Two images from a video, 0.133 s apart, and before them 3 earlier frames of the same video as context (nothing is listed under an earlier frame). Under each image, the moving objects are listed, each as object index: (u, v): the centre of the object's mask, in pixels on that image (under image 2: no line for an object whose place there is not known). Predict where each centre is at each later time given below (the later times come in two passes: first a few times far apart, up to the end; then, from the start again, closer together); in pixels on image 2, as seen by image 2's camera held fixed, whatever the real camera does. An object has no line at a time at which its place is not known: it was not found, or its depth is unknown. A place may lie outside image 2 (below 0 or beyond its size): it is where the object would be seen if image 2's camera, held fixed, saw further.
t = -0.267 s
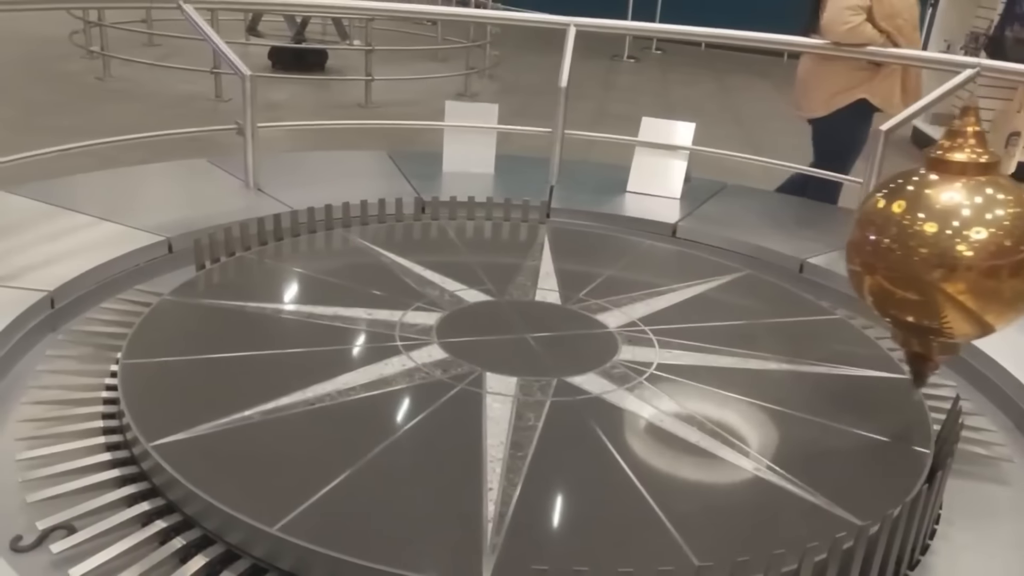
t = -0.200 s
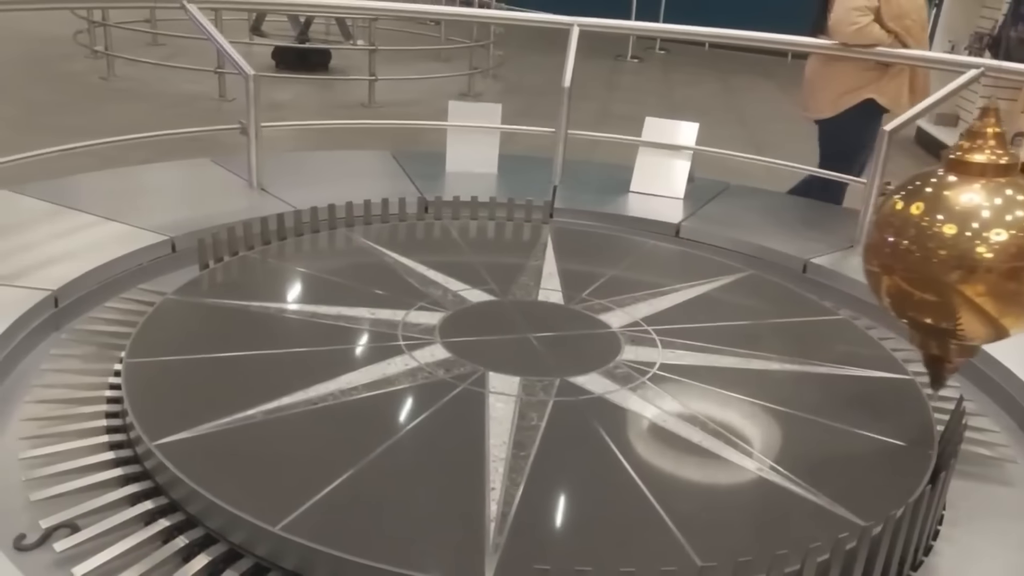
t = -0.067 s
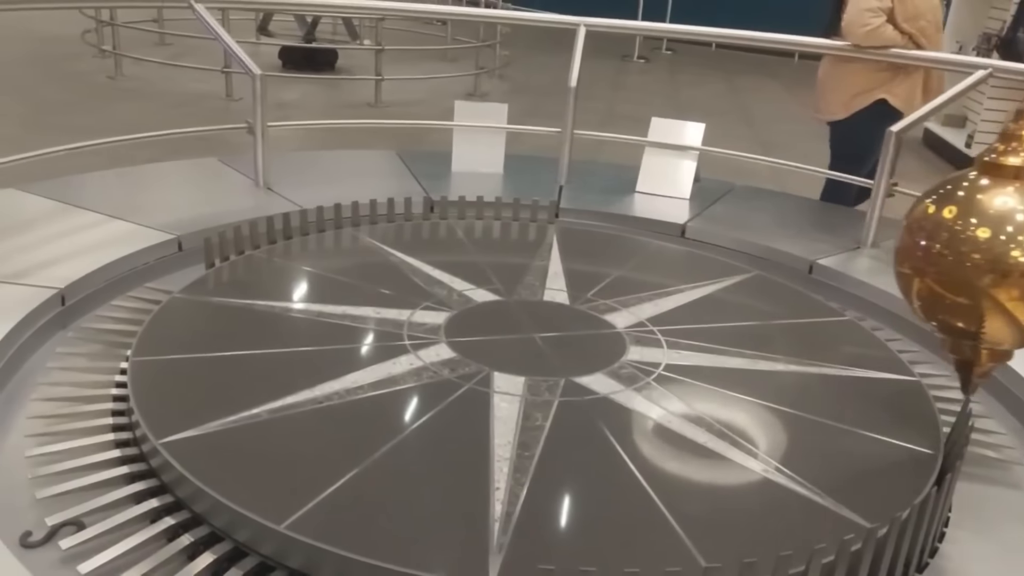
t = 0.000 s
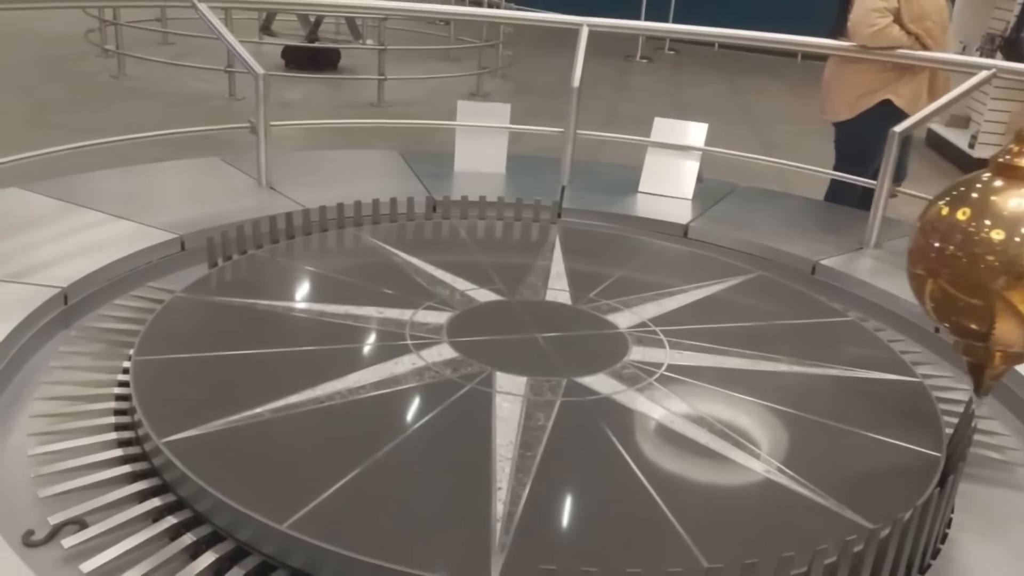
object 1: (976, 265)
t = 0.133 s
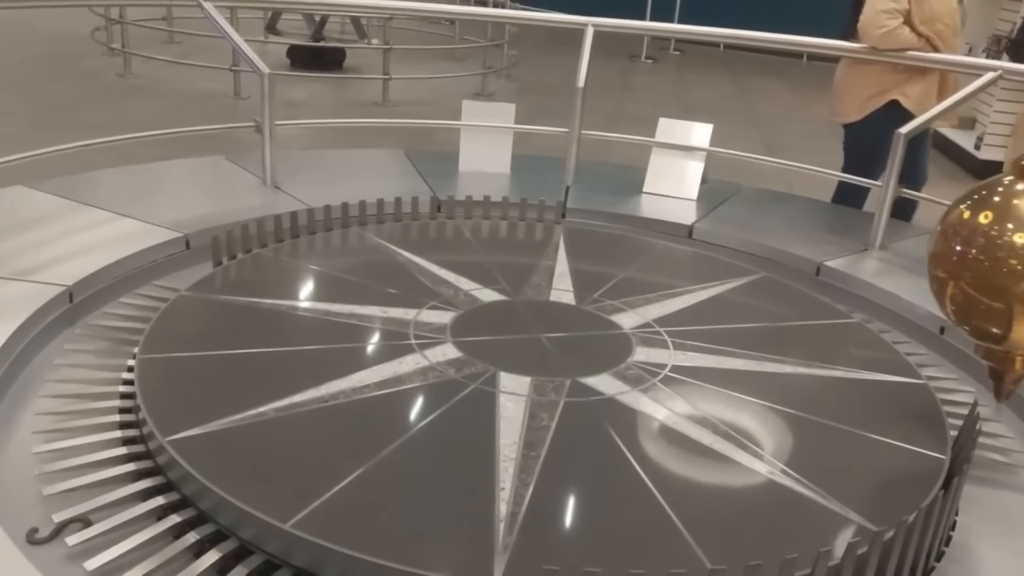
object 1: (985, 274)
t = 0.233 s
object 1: (986, 276)
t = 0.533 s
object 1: (982, 275)
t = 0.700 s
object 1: (975, 274)
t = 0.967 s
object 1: (954, 258)
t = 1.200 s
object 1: (919, 247)
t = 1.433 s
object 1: (846, 239)
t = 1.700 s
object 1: (752, 227)
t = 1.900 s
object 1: (680, 217)
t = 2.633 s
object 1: (426, 175)
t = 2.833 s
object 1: (368, 165)
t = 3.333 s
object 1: (252, 139)
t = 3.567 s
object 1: (218, 131)
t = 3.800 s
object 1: (196, 127)
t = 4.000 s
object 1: (185, 122)
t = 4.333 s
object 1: (188, 122)
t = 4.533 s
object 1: (202, 125)
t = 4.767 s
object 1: (234, 134)
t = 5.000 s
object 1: (276, 144)
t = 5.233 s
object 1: (329, 157)
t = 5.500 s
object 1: (403, 171)
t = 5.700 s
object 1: (466, 184)
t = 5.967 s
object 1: (557, 199)
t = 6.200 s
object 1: (642, 212)
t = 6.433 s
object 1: (729, 225)
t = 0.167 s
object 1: (986, 275)
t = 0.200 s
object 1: (986, 275)
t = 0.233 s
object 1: (986, 276)
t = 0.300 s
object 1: (986, 275)
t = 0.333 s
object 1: (986, 275)
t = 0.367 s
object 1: (986, 275)
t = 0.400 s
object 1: (985, 275)
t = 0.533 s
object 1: (982, 275)
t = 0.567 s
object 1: (981, 275)
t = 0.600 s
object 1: (980, 275)
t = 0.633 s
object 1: (978, 275)
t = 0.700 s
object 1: (975, 274)
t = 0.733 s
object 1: (973, 273)
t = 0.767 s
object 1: (971, 272)
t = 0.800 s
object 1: (968, 271)
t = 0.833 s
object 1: (965, 269)
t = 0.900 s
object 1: (960, 263)
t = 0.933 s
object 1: (957, 260)
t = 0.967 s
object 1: (954, 258)
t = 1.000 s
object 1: (951, 254)
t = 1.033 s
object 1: (947, 252)
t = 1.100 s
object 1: (937, 250)
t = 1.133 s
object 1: (931, 249)
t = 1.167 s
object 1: (926, 248)
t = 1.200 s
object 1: (919, 247)
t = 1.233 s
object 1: (910, 246)
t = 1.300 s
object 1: (889, 243)
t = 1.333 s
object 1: (879, 242)
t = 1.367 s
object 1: (868, 241)
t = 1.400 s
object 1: (858, 241)
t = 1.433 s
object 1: (846, 239)
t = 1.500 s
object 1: (824, 237)
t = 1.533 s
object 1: (811, 235)
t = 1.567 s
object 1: (800, 233)
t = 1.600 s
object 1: (788, 232)
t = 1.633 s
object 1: (776, 231)
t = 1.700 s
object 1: (752, 227)
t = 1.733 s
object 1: (741, 226)
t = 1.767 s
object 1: (729, 224)
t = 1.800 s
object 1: (716, 222)
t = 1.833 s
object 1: (704, 221)
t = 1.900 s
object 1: (680, 217)
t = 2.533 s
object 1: (457, 181)
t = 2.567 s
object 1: (446, 179)
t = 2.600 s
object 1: (436, 177)
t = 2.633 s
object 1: (426, 175)
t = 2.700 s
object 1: (406, 172)
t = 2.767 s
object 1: (386, 169)
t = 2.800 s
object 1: (377, 167)
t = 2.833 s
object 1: (368, 165)
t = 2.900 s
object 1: (350, 162)
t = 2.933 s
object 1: (341, 160)
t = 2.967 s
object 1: (332, 157)
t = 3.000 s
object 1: (325, 156)
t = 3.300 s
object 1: (258, 140)
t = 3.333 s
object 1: (252, 139)
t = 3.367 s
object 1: (246, 138)
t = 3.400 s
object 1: (240, 136)
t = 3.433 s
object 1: (236, 135)
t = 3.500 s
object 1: (226, 132)
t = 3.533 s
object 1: (223, 132)
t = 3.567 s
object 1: (218, 131)
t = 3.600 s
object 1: (214, 129)
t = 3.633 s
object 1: (212, 131)
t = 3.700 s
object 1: (206, 130)
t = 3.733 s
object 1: (202, 129)
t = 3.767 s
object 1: (199, 128)
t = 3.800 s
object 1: (196, 127)
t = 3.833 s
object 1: (194, 126)
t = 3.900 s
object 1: (189, 124)
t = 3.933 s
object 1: (188, 123)
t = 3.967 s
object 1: (186, 123)
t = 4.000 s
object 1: (185, 122)
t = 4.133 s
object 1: (183, 122)
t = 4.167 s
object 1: (183, 122)
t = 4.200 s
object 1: (184, 122)
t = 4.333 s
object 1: (188, 122)
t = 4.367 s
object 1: (189, 122)
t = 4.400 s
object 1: (191, 122)
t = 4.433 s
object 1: (193, 123)
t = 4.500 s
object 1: (199, 124)
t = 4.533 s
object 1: (202, 125)
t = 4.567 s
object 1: (205, 126)
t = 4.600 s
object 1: (210, 128)
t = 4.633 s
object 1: (214, 129)
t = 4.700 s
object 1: (224, 132)
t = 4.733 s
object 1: (229, 133)
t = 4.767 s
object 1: (234, 134)
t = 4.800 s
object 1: (239, 136)
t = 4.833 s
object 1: (245, 137)
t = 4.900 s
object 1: (256, 140)
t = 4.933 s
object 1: (263, 141)
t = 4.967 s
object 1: (269, 143)
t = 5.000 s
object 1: (276, 144)
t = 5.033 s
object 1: (283, 146)
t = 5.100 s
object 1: (297, 149)
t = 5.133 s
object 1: (305, 151)
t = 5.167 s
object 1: (313, 153)
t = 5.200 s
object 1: (321, 154)
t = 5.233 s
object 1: (329, 157)
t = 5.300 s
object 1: (347, 161)
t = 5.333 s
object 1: (356, 162)
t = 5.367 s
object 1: (365, 164)
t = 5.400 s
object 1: (374, 166)
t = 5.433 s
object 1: (383, 168)
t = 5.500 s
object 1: (403, 171)
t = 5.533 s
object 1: (413, 173)
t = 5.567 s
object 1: (423, 175)
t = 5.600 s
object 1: (433, 177)
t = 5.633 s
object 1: (444, 179)
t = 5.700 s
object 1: (466, 184)
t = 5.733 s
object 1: (477, 185)
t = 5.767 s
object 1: (488, 188)
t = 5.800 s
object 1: (499, 190)
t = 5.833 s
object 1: (511, 192)
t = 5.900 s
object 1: (533, 196)
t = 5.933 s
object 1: (545, 197)
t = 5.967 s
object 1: (557, 199)
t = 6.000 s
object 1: (569, 201)
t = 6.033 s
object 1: (581, 203)
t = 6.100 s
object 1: (606, 207)
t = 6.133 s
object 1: (618, 209)
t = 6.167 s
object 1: (631, 210)
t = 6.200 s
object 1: (642, 212)
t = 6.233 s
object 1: (655, 214)
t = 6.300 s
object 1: (679, 217)
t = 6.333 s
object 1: (691, 220)
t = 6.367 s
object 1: (704, 222)
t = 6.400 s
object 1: (717, 223)
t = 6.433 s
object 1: (729, 225)
